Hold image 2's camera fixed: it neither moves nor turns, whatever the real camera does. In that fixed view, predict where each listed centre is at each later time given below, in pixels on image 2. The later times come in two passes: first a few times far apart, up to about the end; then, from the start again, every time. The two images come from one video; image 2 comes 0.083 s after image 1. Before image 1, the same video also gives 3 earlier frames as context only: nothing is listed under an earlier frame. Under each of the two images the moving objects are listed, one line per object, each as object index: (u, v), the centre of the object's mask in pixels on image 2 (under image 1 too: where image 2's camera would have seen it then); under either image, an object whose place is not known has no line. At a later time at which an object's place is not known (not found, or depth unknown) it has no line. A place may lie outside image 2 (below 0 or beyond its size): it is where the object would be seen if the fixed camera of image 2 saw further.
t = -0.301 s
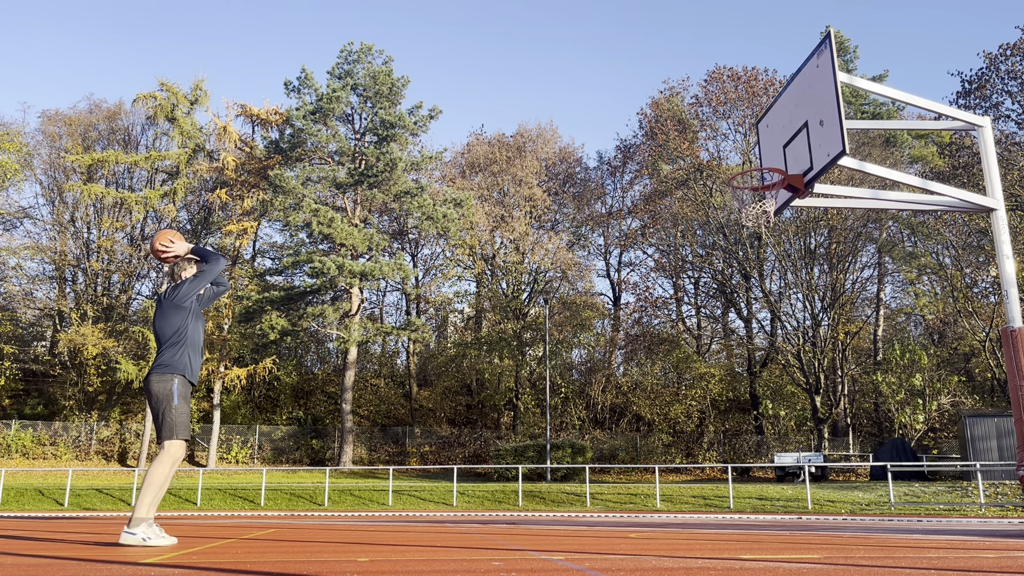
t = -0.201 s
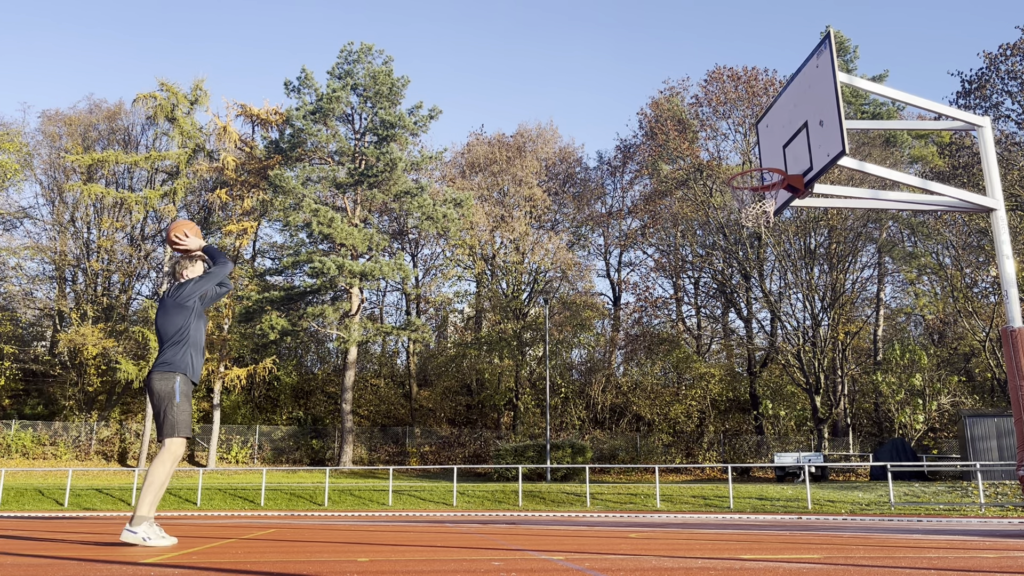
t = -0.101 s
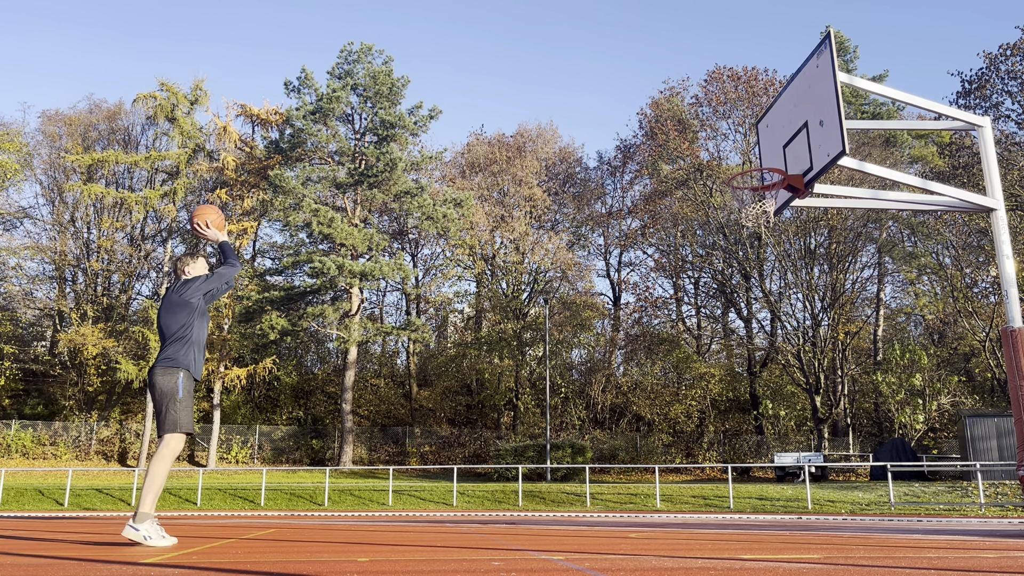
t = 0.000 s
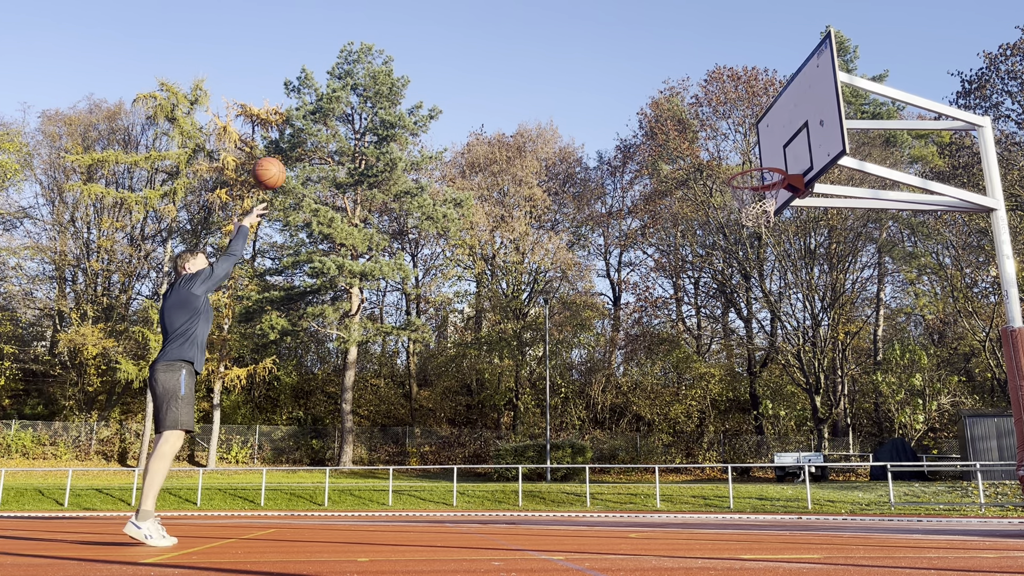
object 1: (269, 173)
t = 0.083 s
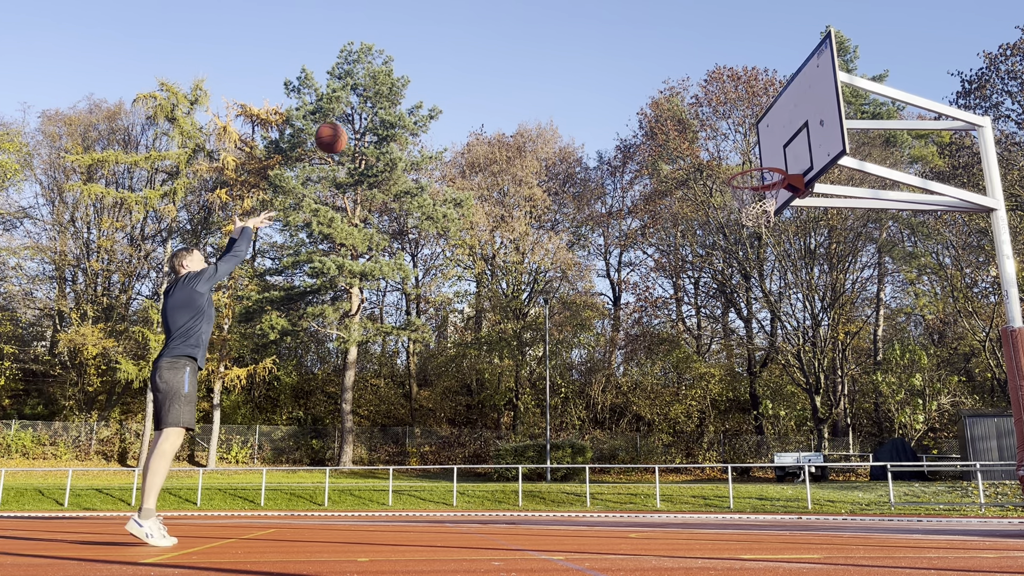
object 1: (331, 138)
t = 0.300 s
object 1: (474, 90)
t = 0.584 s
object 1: (637, 110)
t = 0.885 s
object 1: (760, 176)
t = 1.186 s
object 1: (767, 168)
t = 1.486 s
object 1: (755, 194)
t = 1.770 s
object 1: (757, 295)
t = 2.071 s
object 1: (764, 512)
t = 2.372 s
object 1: (757, 392)
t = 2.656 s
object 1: (755, 365)
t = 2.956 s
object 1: (761, 450)
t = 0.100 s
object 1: (343, 132)
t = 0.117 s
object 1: (355, 126)
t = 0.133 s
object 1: (366, 121)
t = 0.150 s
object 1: (378, 117)
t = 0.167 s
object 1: (389, 112)
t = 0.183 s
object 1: (400, 108)
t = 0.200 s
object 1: (411, 104)
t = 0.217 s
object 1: (422, 101)
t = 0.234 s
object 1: (432, 98)
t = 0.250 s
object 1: (443, 96)
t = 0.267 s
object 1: (453, 93)
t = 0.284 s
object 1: (463, 91)
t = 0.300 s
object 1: (474, 90)
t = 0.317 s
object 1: (484, 89)
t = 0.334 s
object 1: (494, 88)
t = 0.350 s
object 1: (504, 87)
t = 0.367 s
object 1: (514, 87)
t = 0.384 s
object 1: (524, 87)
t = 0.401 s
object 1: (534, 87)
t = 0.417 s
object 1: (543, 88)
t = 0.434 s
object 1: (553, 89)
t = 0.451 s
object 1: (562, 90)
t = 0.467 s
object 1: (572, 91)
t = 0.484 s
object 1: (581, 93)
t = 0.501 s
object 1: (591, 95)
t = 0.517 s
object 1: (600, 98)
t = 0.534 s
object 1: (609, 100)
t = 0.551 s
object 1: (618, 103)
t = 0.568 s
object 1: (628, 107)
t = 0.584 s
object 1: (637, 110)
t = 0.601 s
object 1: (646, 114)
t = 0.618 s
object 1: (655, 117)
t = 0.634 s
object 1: (664, 122)
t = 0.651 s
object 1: (672, 126)
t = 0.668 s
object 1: (681, 131)
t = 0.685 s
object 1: (690, 136)
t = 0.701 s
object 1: (699, 141)
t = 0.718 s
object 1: (708, 147)
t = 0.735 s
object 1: (716, 153)
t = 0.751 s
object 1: (725, 159)
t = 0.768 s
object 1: (733, 164)
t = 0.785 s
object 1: (740, 165)
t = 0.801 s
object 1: (748, 169)
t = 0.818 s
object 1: (755, 171)
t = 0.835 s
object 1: (761, 176)
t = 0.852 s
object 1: (767, 177)
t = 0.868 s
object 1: (764, 177)
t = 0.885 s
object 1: (760, 176)
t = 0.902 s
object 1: (755, 174)
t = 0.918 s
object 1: (750, 173)
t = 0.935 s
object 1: (745, 172)
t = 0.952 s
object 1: (744, 171)
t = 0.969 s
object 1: (746, 170)
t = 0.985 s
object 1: (748, 168)
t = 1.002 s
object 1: (750, 167)
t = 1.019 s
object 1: (752, 166)
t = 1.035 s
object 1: (754, 166)
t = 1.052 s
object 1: (757, 165)
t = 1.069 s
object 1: (758, 166)
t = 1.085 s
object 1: (760, 166)
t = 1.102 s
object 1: (762, 167)
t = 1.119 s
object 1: (764, 167)
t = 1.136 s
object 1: (767, 169)
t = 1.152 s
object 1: (768, 170)
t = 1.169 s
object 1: (768, 169)
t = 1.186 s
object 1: (767, 168)
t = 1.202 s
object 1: (766, 168)
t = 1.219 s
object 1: (765, 167)
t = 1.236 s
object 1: (765, 167)
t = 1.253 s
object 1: (764, 167)
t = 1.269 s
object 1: (764, 167)
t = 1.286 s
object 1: (763, 168)
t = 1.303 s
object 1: (762, 168)
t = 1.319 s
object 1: (761, 169)
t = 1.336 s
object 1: (761, 171)
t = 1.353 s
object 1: (760, 173)
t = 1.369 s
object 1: (760, 176)
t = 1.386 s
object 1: (759, 178)
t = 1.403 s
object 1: (758, 179)
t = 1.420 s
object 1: (758, 182)
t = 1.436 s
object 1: (757, 184)
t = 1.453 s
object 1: (757, 188)
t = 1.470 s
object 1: (756, 191)
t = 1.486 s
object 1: (755, 194)
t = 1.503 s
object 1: (753, 197)
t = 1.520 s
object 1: (756, 207)
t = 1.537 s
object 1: (756, 218)
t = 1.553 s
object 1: (756, 219)
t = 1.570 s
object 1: (755, 221)
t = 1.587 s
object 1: (755, 224)
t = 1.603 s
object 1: (755, 228)
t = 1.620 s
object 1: (755, 234)
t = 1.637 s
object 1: (755, 239)
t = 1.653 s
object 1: (755, 245)
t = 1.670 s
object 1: (755, 251)
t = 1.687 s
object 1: (755, 258)
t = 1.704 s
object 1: (756, 265)
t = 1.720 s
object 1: (755, 272)
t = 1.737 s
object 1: (756, 279)
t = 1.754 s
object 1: (756, 287)
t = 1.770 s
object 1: (757, 295)
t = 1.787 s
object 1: (757, 304)
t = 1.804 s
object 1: (757, 313)
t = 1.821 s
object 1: (758, 322)
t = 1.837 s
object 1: (758, 332)
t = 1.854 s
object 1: (758, 342)
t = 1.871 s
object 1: (759, 352)
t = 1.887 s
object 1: (759, 364)
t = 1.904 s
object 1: (759, 375)
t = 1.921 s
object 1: (760, 386)
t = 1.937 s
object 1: (760, 398)
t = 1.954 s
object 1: (761, 411)
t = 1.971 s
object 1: (761, 424)
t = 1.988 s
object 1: (762, 438)
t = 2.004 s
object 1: (762, 452)
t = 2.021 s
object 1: (762, 466)
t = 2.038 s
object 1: (763, 481)
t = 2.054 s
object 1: (764, 496)
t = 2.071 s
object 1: (764, 512)
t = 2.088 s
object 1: (765, 522)
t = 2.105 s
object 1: (764, 511)
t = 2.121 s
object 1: (763, 501)
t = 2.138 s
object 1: (763, 491)
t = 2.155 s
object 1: (762, 482)
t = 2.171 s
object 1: (762, 472)
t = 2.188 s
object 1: (761, 464)
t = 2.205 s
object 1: (761, 455)
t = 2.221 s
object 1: (760, 448)
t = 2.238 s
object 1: (759, 440)
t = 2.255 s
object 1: (759, 433)
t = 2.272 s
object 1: (759, 426)
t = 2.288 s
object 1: (758, 419)
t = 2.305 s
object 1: (758, 413)
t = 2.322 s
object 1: (758, 407)
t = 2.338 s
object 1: (758, 402)
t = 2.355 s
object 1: (757, 397)
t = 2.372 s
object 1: (757, 392)
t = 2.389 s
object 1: (756, 388)
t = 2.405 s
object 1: (757, 384)
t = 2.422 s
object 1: (757, 380)
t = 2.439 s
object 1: (756, 377)
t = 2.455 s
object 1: (756, 374)
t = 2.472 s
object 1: (756, 371)
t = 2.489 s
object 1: (755, 369)
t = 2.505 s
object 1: (755, 367)
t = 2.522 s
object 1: (755, 366)
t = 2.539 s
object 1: (755, 364)
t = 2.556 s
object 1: (755, 364)
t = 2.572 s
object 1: (755, 363)
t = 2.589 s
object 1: (755, 363)
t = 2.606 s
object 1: (755, 363)
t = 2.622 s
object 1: (755, 363)
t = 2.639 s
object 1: (755, 364)
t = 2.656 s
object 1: (755, 365)
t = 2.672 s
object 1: (755, 367)
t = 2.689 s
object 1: (756, 368)
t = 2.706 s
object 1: (756, 371)
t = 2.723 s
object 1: (756, 373)
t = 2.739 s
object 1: (756, 377)
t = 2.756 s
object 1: (757, 380)
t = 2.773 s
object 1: (757, 383)
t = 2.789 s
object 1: (757, 387)
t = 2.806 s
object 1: (758, 392)
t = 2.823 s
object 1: (758, 397)
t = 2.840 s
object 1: (758, 402)
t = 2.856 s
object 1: (758, 408)
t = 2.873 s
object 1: (759, 414)
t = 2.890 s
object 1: (759, 420)
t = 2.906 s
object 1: (760, 427)
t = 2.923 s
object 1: (760, 434)
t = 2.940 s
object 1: (761, 442)
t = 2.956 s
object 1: (761, 450)
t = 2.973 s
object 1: (762, 458)
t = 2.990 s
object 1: (763, 467)
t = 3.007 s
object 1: (764, 476)
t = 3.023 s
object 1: (764, 486)
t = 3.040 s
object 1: (765, 496)
